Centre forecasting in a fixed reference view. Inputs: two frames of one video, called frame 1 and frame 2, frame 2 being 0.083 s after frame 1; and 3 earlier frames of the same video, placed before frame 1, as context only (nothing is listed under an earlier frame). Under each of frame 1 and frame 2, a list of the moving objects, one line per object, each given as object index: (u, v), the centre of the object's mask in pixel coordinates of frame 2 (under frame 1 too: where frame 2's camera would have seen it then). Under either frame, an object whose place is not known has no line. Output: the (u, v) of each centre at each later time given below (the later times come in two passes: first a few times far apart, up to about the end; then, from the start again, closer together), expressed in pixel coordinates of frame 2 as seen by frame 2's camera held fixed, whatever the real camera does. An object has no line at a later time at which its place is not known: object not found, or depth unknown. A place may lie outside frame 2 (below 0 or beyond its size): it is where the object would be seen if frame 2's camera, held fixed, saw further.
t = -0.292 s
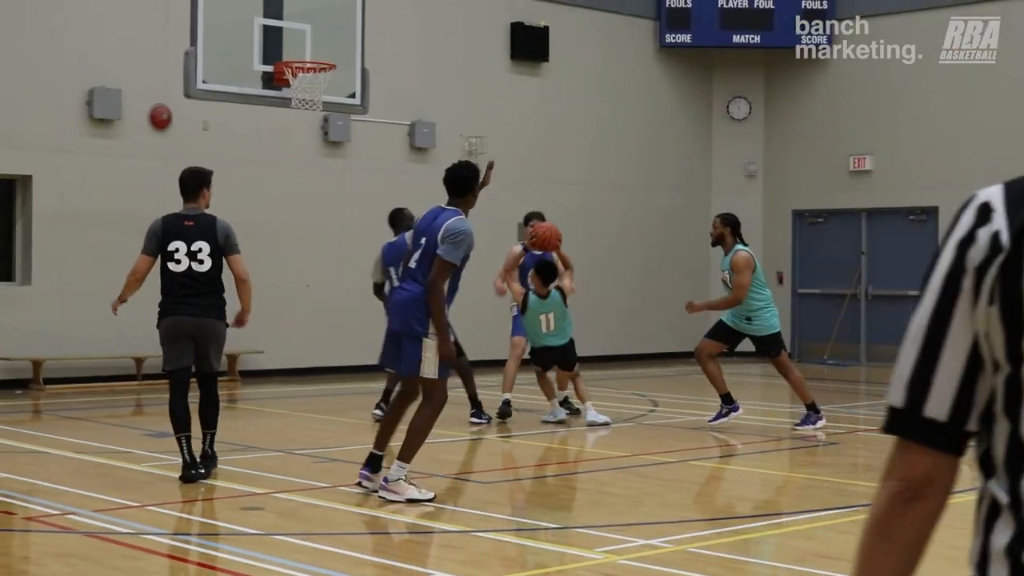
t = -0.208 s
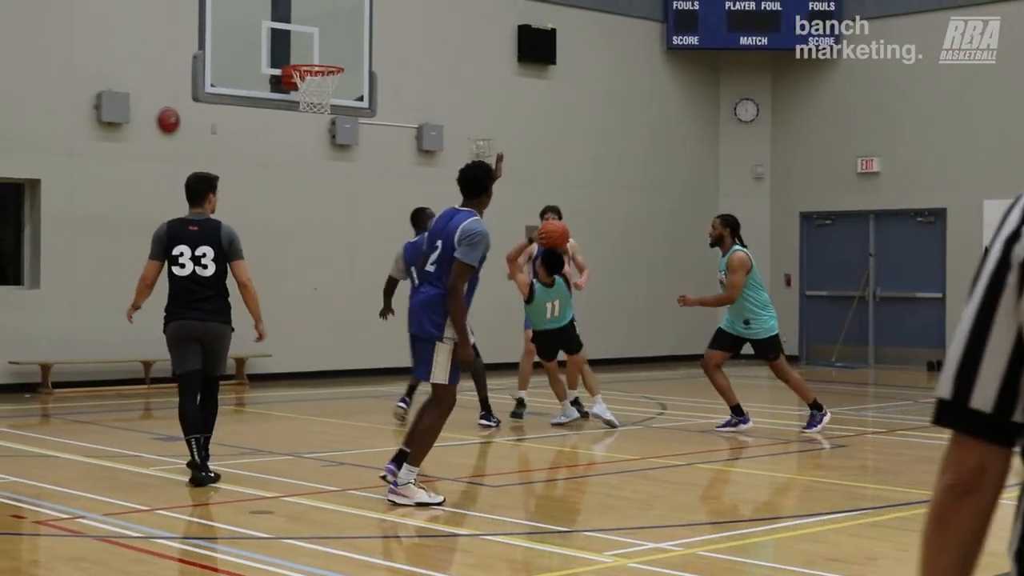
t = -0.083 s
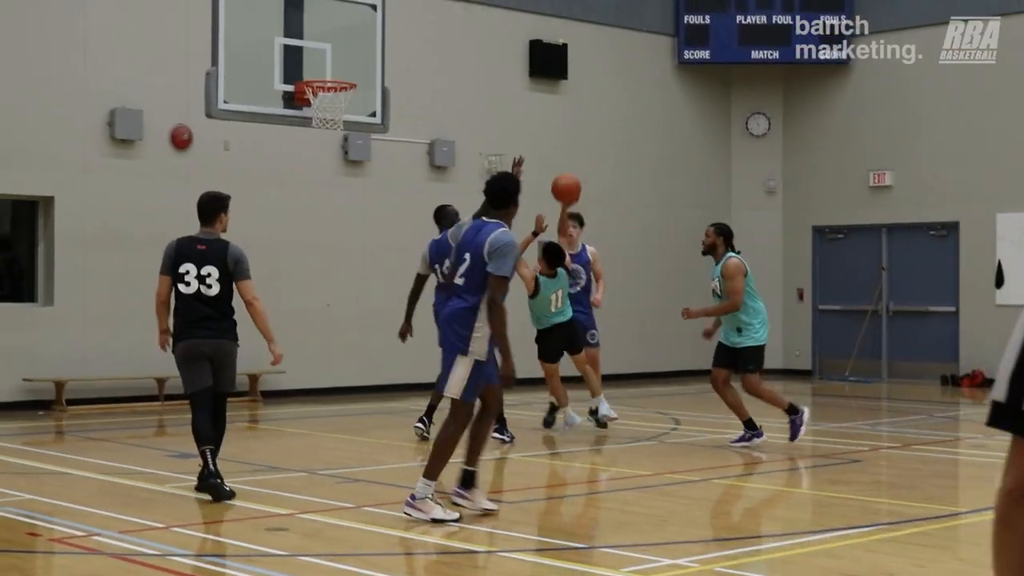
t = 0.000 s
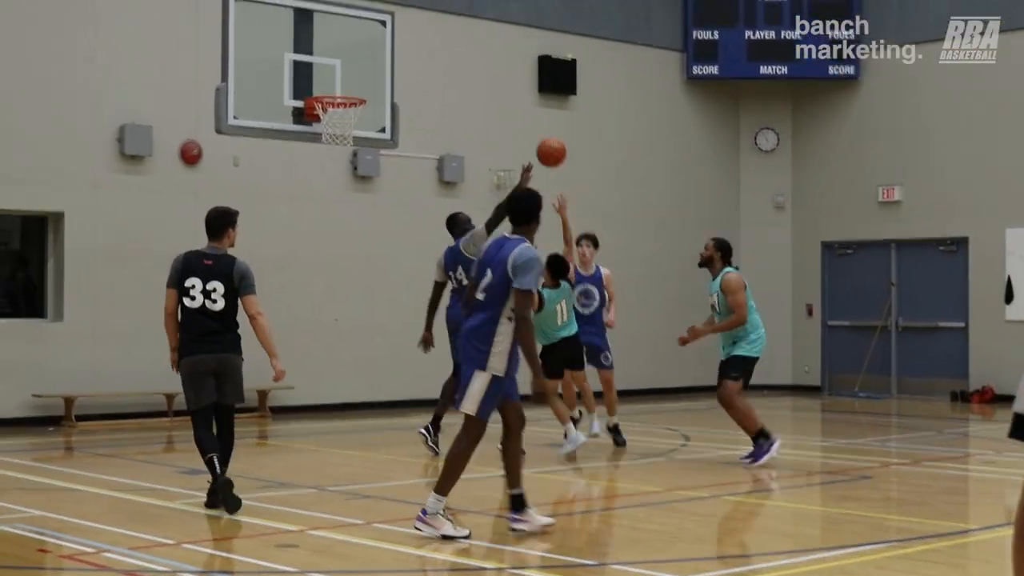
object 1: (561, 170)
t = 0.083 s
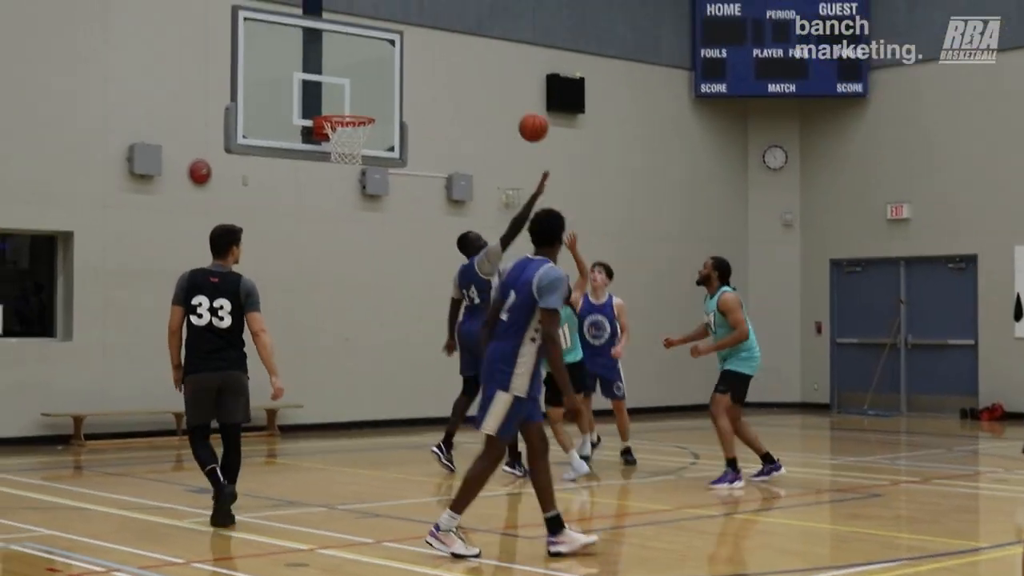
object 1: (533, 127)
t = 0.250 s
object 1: (483, 67)
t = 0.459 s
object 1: (422, 40)
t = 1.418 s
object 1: (342, 79)
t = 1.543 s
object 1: (347, 103)
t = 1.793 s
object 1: (362, 85)
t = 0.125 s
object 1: (523, 112)
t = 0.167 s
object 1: (507, 93)
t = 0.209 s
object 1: (497, 82)
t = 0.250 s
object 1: (483, 67)
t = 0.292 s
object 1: (472, 60)
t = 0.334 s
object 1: (458, 51)
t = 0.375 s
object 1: (447, 46)
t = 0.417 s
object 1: (432, 42)
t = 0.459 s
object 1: (422, 40)
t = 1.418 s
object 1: (342, 79)
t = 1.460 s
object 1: (344, 88)
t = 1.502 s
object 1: (346, 103)
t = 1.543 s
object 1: (347, 103)
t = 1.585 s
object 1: (348, 94)
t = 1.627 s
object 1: (350, 89)
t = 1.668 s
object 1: (354, 84)
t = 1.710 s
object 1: (356, 83)
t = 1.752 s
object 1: (359, 84)
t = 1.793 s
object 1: (362, 85)
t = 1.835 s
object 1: (366, 90)
